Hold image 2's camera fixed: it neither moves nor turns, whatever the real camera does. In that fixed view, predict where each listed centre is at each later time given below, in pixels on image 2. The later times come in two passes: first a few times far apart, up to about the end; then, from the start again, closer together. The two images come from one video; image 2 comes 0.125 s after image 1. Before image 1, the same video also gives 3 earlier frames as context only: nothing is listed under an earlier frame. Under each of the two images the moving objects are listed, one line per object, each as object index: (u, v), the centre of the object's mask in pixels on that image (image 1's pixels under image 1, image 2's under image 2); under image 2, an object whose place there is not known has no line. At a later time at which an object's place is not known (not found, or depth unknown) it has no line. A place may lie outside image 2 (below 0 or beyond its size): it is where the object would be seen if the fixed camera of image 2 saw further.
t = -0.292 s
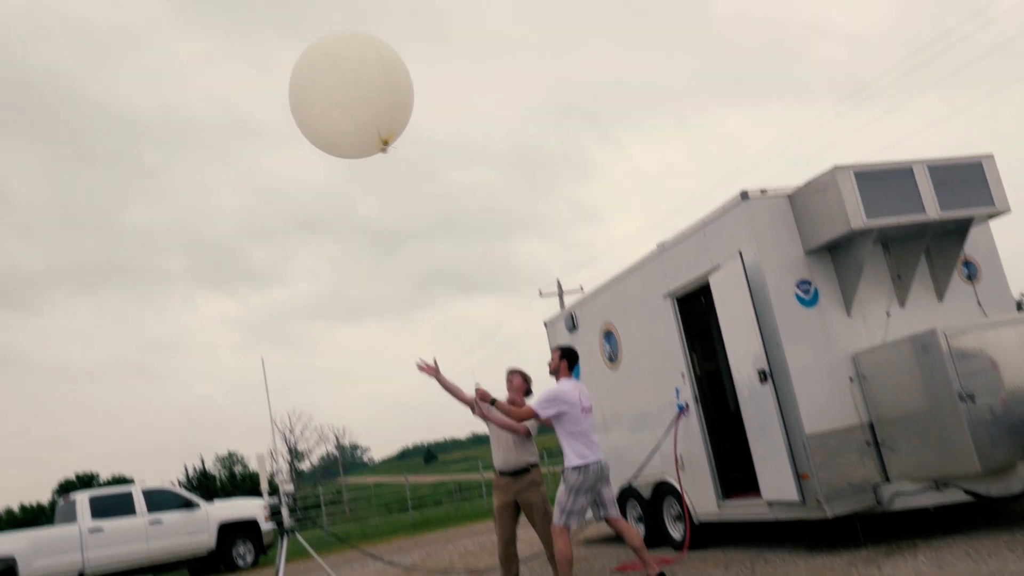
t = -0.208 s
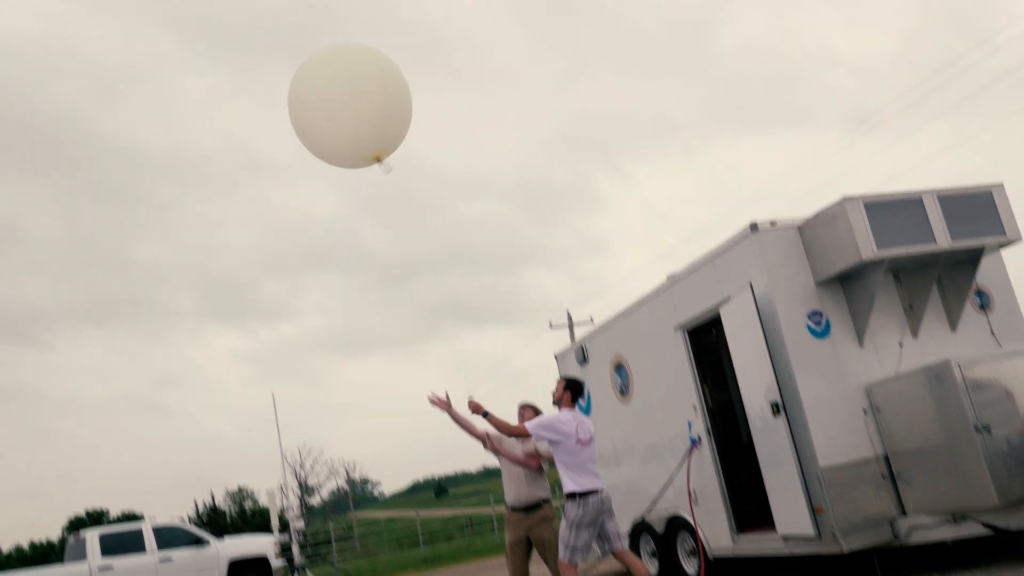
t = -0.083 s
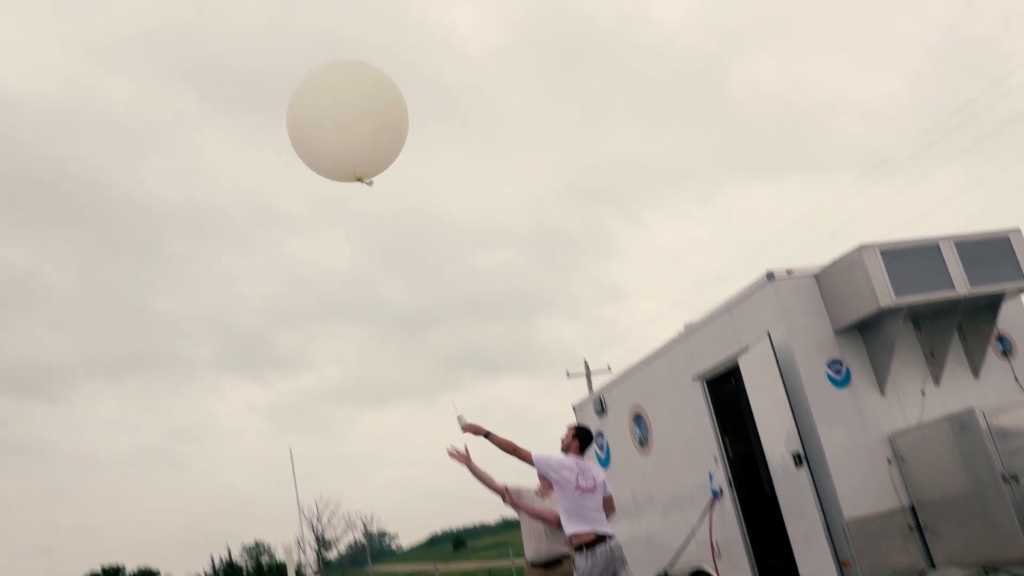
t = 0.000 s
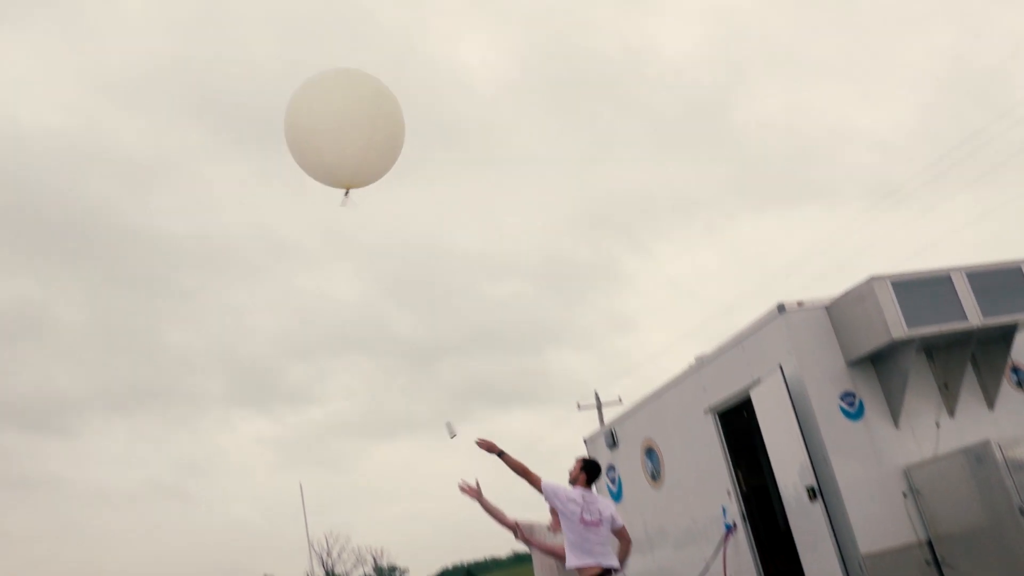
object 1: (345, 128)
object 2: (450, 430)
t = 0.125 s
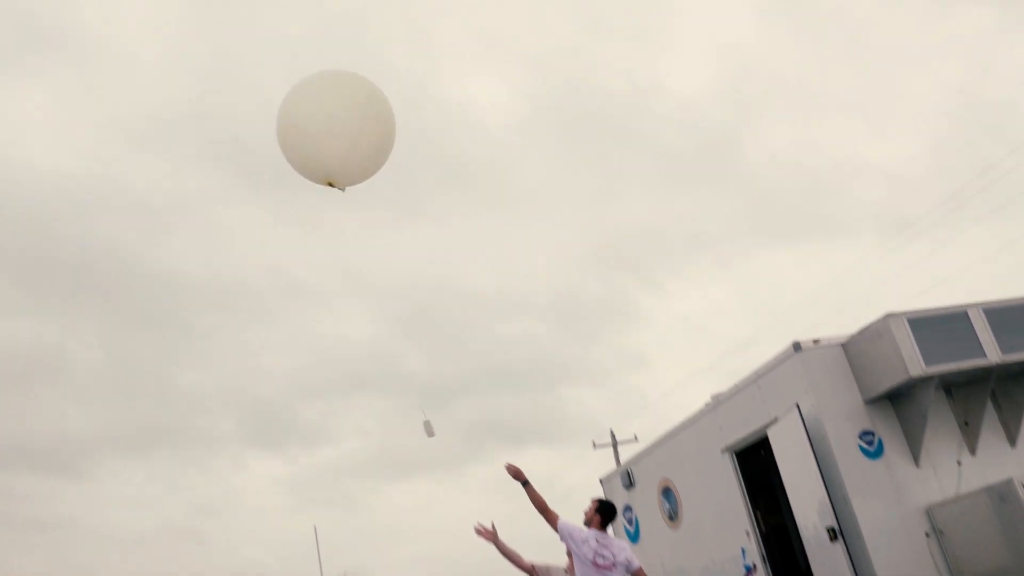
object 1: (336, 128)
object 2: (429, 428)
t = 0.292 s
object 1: (298, 58)
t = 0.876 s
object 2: (204, 146)
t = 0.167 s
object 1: (328, 112)
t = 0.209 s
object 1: (319, 94)
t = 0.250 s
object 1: (309, 77)
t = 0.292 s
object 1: (298, 58)
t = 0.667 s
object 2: (251, 234)
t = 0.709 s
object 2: (239, 216)
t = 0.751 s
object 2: (229, 197)
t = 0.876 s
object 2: (204, 146)
